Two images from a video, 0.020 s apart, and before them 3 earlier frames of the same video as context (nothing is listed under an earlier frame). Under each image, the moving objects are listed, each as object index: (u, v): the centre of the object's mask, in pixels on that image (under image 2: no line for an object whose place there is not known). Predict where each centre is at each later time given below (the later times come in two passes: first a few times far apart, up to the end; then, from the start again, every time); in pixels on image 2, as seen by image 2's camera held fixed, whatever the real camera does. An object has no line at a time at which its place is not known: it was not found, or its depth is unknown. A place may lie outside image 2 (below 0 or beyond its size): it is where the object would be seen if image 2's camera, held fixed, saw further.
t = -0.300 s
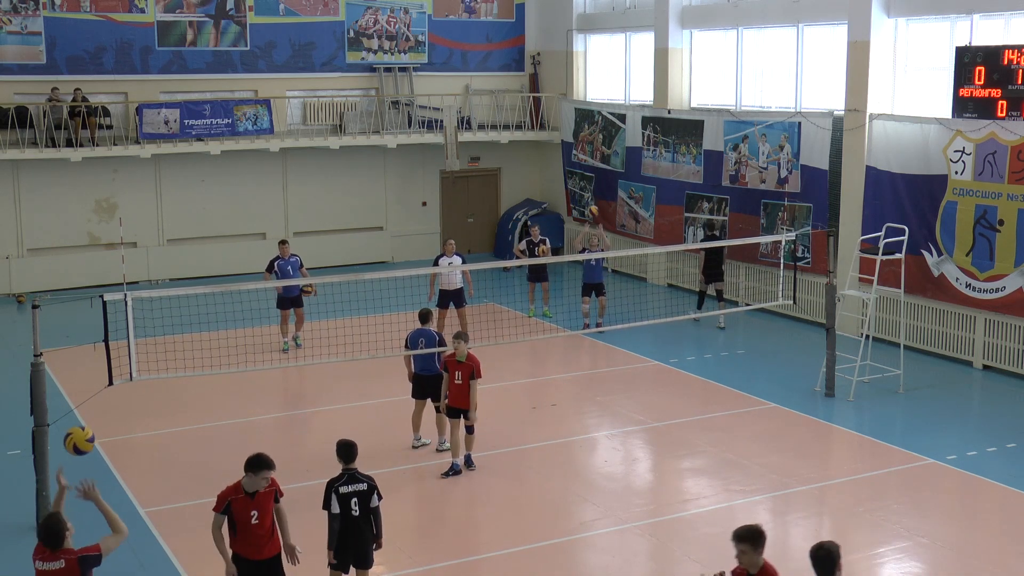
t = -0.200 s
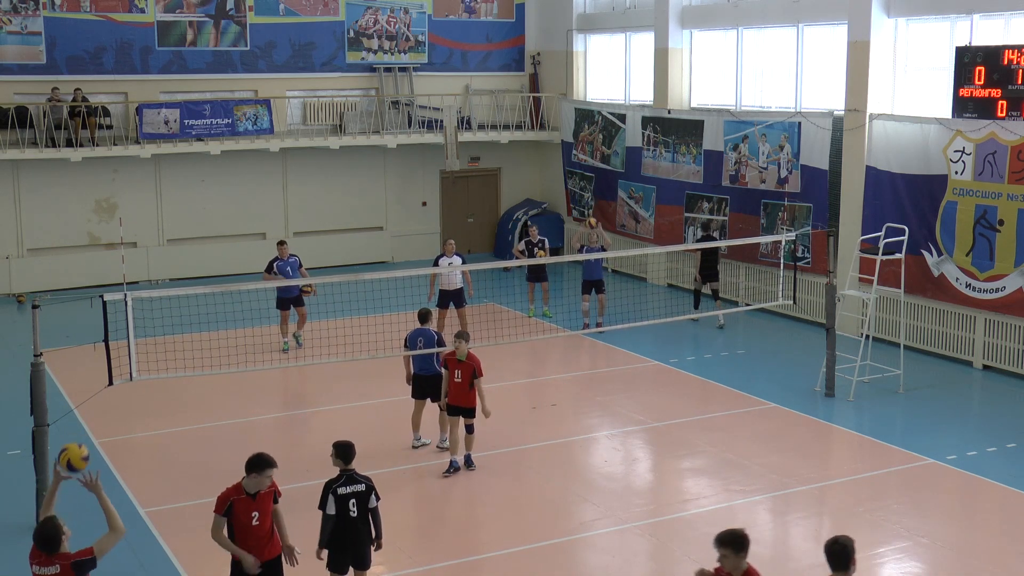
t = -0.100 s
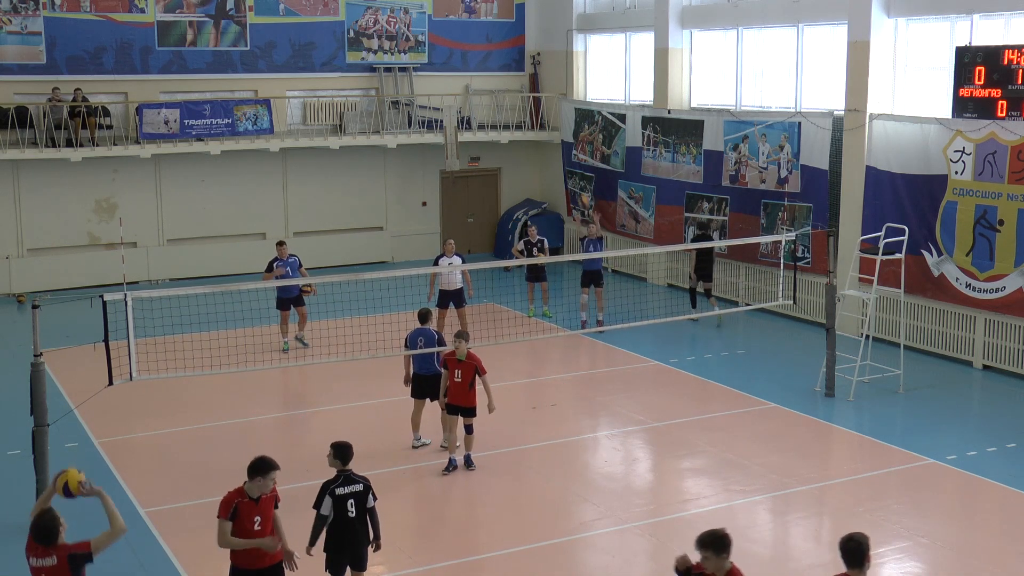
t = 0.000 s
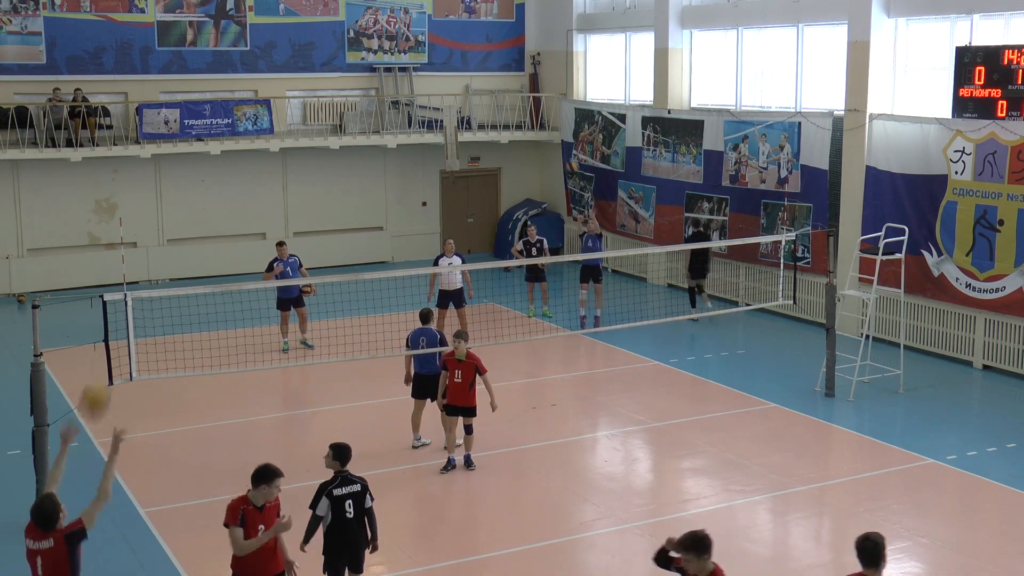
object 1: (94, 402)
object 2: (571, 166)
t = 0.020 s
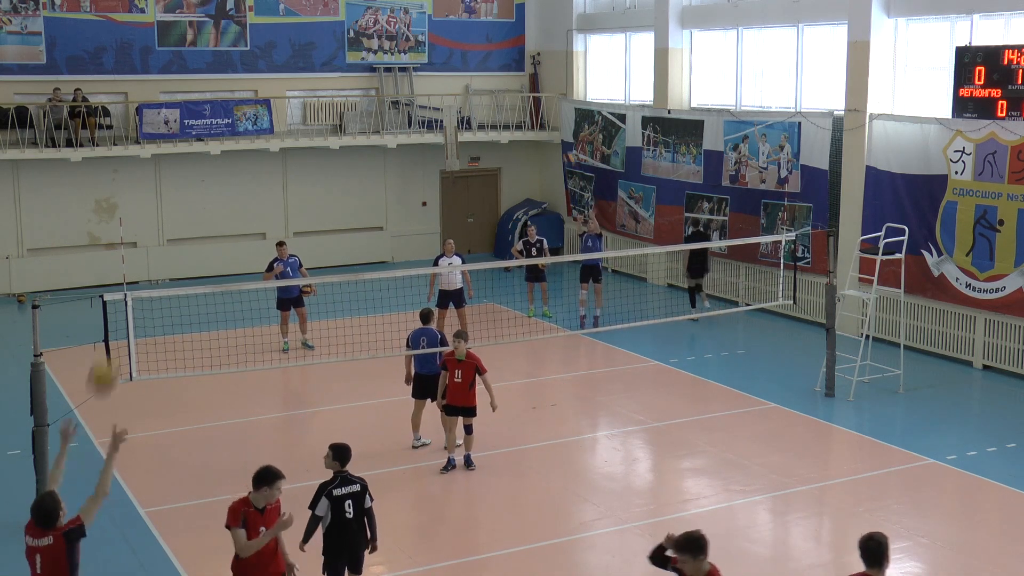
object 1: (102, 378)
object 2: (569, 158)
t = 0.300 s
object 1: (200, 147)
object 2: (534, 86)
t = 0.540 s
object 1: (267, 56)
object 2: (501, 57)
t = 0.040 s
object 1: (110, 354)
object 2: (567, 150)
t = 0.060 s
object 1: (117, 334)
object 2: (566, 147)
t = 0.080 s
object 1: (125, 314)
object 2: (563, 141)
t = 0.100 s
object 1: (133, 294)
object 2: (559, 134)
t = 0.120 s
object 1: (140, 276)
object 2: (558, 129)
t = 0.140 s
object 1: (147, 260)
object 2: (555, 124)
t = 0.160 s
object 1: (153, 244)
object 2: (553, 120)
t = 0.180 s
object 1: (159, 227)
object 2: (550, 112)
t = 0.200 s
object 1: (166, 214)
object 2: (548, 107)
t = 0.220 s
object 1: (174, 198)
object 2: (545, 105)
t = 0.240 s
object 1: (180, 184)
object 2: (542, 98)
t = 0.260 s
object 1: (187, 170)
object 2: (541, 95)
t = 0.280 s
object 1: (193, 159)
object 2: (536, 90)
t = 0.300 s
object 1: (200, 147)
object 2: (534, 86)
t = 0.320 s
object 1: (206, 136)
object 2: (532, 83)
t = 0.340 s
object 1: (211, 125)
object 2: (529, 80)
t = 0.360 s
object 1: (217, 116)
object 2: (526, 76)
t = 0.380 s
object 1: (224, 106)
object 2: (523, 73)
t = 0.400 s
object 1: (229, 99)
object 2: (521, 70)
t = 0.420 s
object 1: (235, 91)
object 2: (518, 67)
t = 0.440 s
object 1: (241, 83)
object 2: (515, 65)
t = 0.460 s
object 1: (246, 77)
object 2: (512, 62)
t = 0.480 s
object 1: (252, 71)
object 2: (510, 61)
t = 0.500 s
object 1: (257, 65)
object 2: (507, 60)
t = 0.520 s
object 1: (262, 61)
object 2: (504, 58)
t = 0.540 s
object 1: (267, 56)
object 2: (501, 57)
